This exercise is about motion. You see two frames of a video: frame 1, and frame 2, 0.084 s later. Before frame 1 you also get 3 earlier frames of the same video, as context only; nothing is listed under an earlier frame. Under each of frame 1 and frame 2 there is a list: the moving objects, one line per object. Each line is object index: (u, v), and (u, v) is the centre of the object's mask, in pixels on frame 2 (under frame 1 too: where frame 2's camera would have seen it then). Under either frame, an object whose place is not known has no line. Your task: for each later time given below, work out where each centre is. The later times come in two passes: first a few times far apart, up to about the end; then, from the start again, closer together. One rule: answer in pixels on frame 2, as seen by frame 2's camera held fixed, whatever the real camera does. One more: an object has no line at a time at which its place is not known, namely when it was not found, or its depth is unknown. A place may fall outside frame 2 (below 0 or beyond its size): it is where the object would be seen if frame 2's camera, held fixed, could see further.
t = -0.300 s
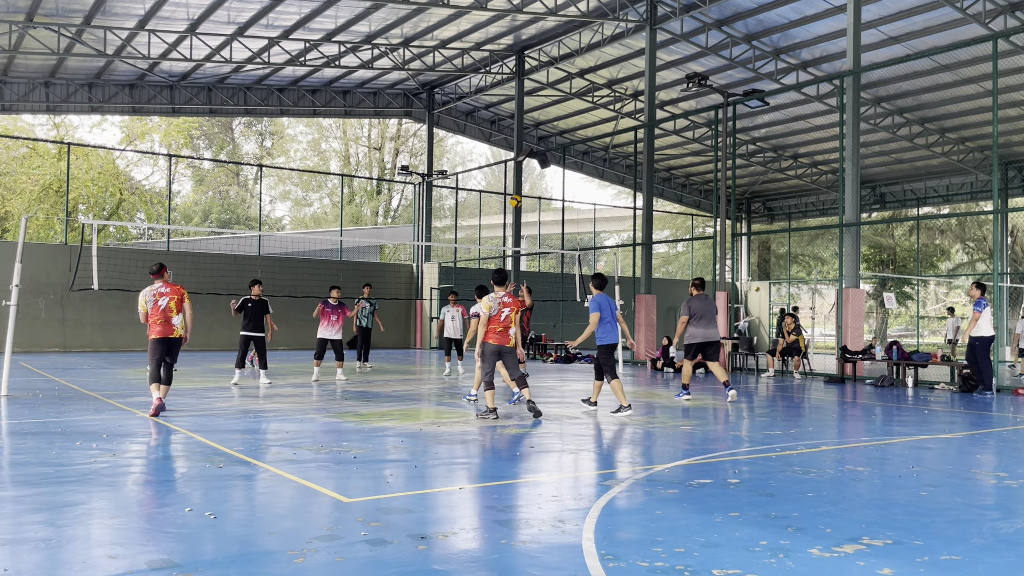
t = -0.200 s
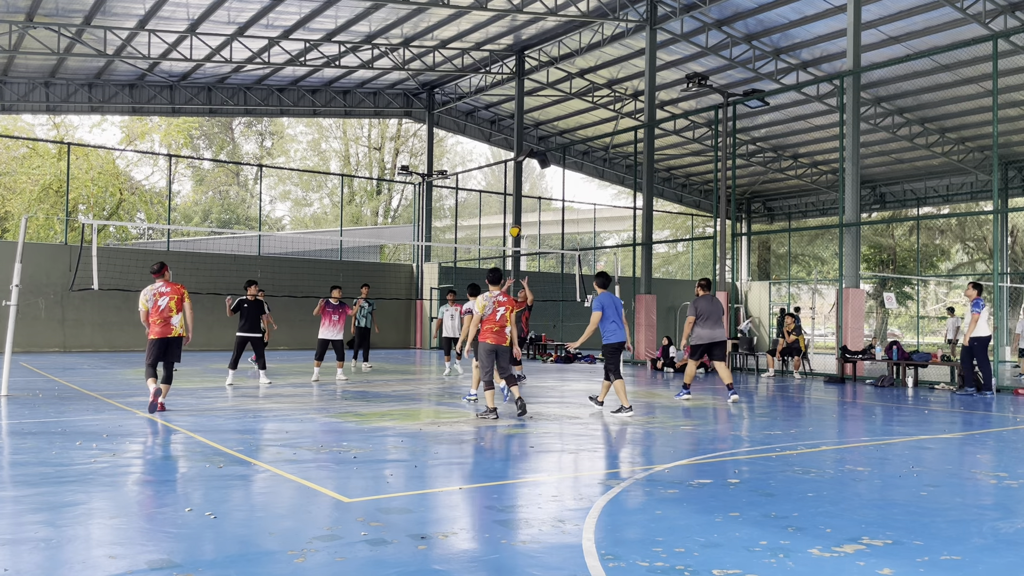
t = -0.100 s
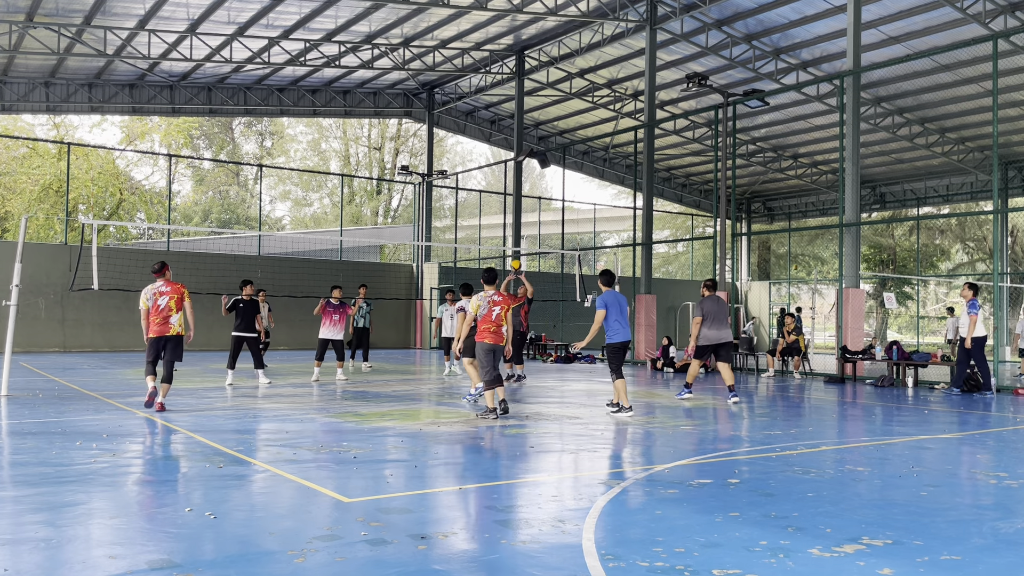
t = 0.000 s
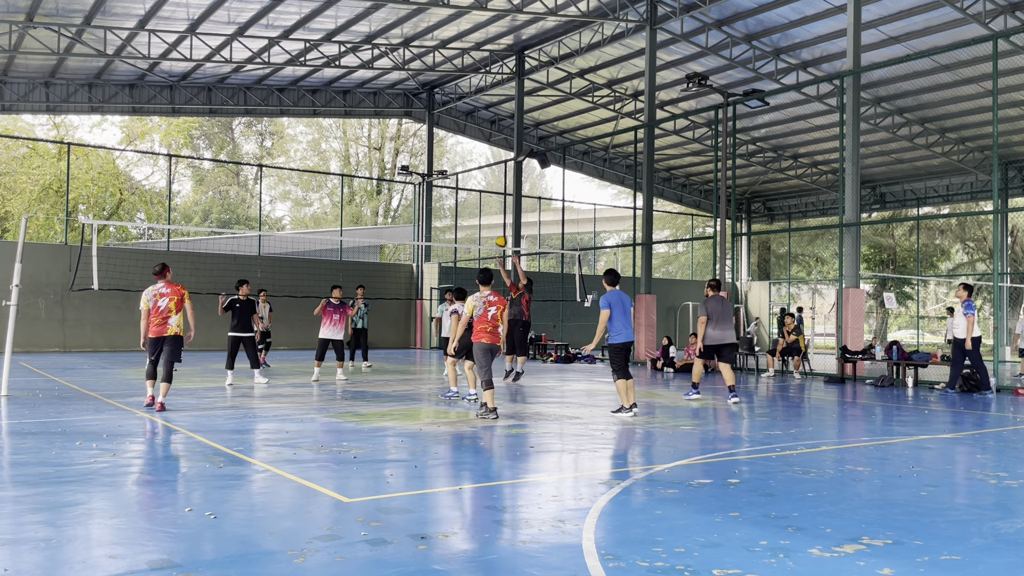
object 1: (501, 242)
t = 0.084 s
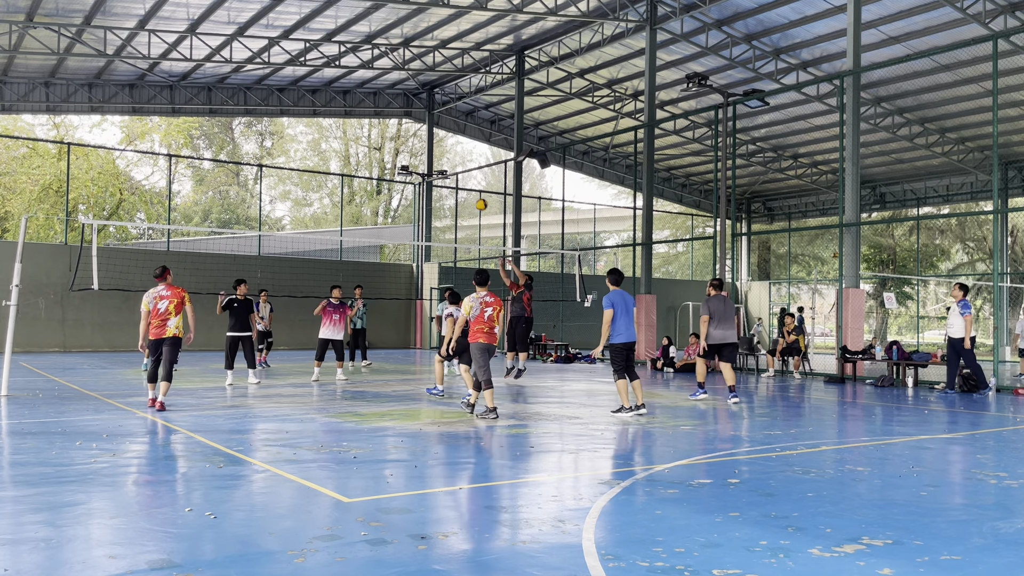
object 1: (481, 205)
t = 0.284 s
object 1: (433, 130)
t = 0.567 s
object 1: (362, 62)
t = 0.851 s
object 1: (287, 41)
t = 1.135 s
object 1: (207, 75)
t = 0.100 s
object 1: (478, 197)
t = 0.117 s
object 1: (473, 191)
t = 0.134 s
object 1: (469, 184)
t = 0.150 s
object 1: (465, 177)
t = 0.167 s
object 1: (462, 171)
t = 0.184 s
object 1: (458, 164)
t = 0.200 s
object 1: (454, 158)
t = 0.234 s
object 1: (446, 146)
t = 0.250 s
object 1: (441, 141)
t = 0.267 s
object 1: (437, 135)
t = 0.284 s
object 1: (433, 130)
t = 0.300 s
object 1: (429, 125)
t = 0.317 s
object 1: (426, 119)
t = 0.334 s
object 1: (421, 115)
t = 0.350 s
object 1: (417, 110)
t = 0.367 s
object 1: (413, 105)
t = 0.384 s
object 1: (409, 100)
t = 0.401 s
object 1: (405, 96)
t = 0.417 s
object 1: (400, 92)
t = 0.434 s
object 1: (396, 88)
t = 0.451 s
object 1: (392, 84)
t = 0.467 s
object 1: (388, 80)
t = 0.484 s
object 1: (383, 76)
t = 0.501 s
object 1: (380, 74)
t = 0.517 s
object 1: (375, 70)
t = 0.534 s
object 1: (371, 67)
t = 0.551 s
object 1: (366, 64)
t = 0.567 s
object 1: (362, 62)
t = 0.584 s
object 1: (358, 59)
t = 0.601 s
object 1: (354, 57)
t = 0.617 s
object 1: (349, 54)
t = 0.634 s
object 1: (345, 52)
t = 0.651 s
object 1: (341, 51)
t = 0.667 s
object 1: (337, 49)
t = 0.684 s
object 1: (332, 47)
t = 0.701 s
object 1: (328, 46)
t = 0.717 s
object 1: (323, 45)
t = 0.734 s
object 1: (319, 44)
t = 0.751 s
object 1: (314, 43)
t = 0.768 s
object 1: (310, 42)
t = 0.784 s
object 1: (305, 42)
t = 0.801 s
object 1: (301, 41)
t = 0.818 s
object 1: (296, 41)
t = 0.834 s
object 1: (292, 41)
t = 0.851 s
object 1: (287, 41)
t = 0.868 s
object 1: (282, 42)
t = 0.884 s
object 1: (278, 43)
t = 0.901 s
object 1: (273, 44)
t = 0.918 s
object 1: (269, 44)
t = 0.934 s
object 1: (265, 45)
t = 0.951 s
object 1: (260, 47)
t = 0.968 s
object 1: (255, 49)
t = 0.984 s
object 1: (250, 51)
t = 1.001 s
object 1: (246, 52)
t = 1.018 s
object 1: (241, 54)
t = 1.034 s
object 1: (236, 57)
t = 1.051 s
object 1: (231, 59)
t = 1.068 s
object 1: (226, 62)
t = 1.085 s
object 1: (222, 65)
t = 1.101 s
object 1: (217, 68)
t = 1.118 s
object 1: (212, 71)
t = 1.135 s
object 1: (207, 75)
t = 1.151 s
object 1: (202, 79)
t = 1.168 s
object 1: (197, 83)
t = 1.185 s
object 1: (192, 87)
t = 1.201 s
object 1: (187, 91)
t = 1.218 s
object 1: (183, 96)
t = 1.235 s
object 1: (178, 101)
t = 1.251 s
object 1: (173, 105)
